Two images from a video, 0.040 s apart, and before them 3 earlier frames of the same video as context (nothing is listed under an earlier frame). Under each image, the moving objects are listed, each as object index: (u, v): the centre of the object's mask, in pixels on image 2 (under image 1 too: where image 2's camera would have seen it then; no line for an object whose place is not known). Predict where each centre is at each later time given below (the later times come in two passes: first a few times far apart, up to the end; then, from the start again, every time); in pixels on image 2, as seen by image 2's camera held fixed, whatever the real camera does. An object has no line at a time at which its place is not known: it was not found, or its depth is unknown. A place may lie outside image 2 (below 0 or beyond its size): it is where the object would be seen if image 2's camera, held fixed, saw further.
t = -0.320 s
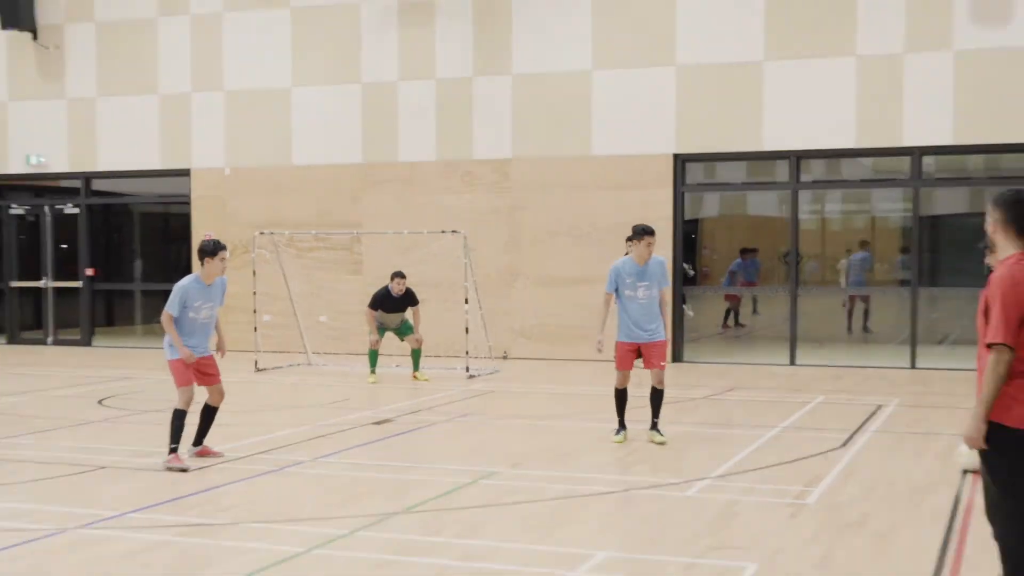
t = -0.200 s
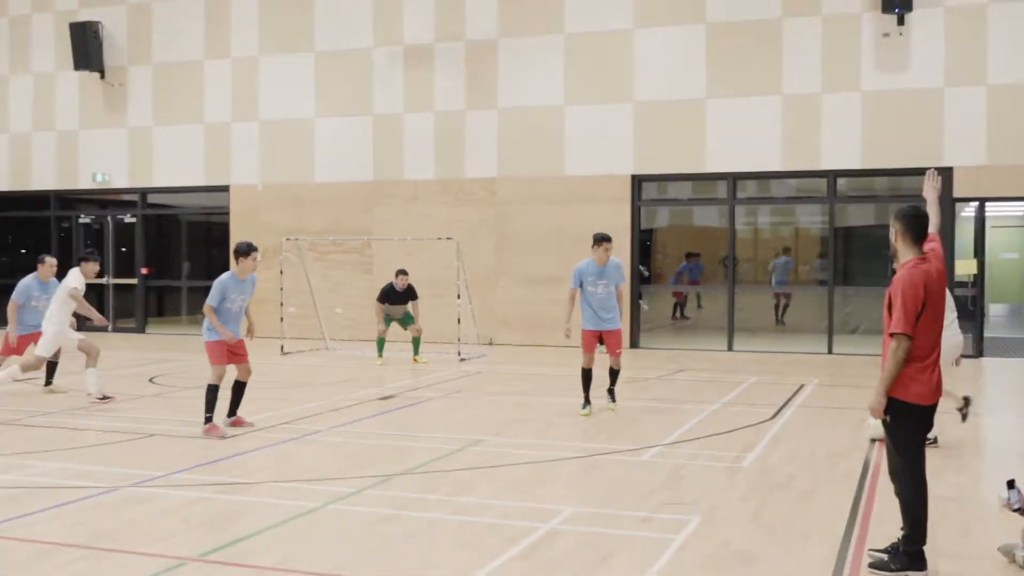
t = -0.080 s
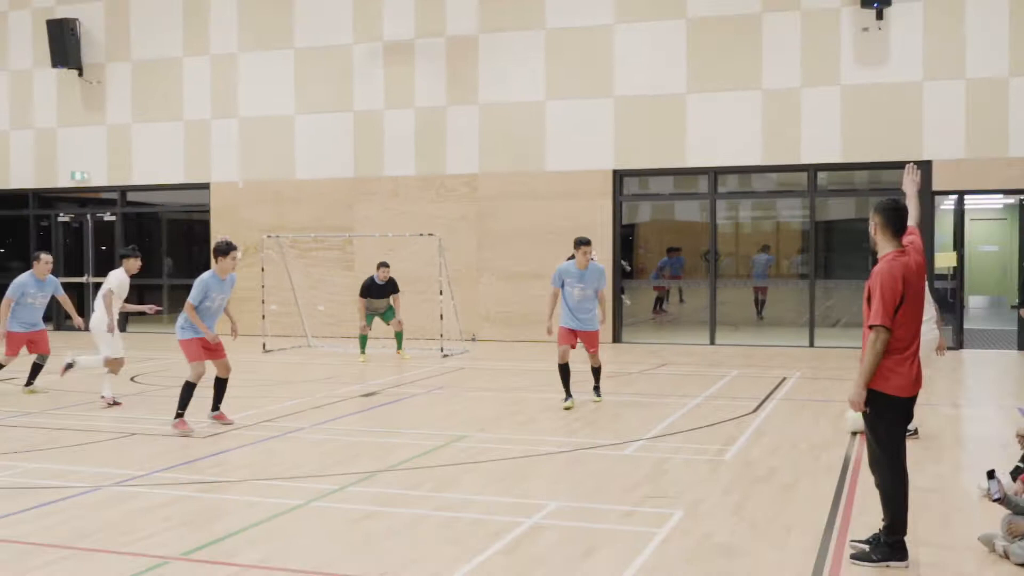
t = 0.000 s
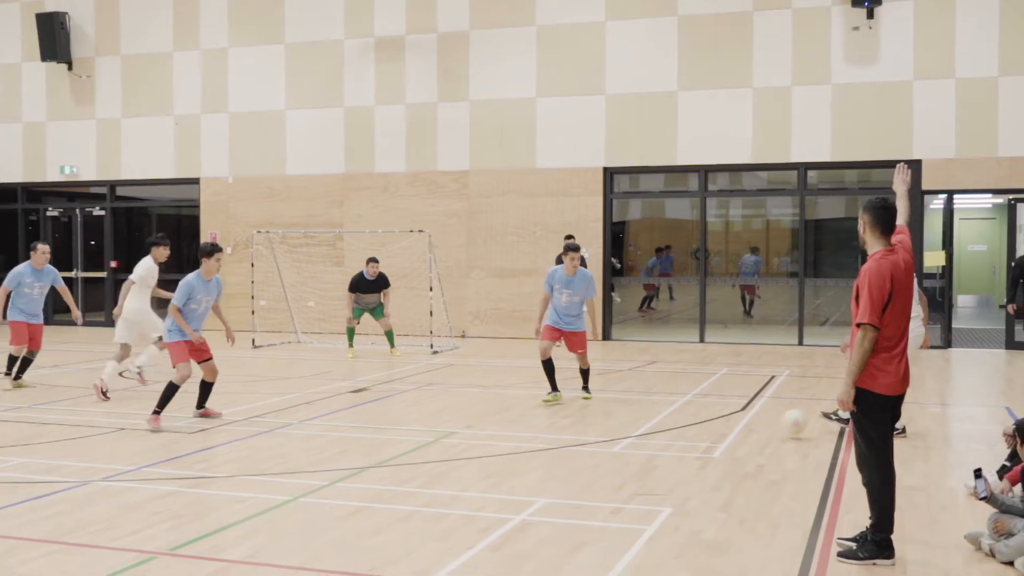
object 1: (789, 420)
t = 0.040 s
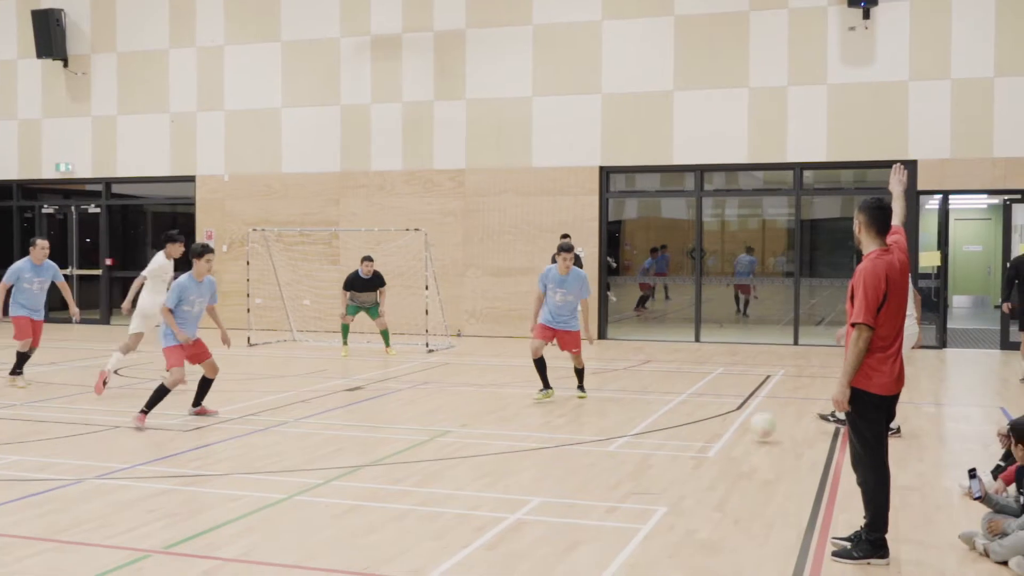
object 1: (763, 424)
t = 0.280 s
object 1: (596, 452)
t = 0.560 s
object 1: (441, 475)
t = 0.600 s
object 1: (434, 476)
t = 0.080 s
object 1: (735, 432)
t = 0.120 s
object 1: (709, 436)
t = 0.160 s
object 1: (681, 438)
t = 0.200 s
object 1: (653, 444)
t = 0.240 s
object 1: (625, 448)
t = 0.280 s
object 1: (596, 452)
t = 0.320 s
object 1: (568, 457)
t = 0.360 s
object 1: (545, 461)
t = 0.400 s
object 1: (516, 465)
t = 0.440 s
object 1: (494, 466)
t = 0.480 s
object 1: (480, 469)
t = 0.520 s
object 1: (456, 471)
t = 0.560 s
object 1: (441, 475)
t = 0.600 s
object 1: (434, 476)
